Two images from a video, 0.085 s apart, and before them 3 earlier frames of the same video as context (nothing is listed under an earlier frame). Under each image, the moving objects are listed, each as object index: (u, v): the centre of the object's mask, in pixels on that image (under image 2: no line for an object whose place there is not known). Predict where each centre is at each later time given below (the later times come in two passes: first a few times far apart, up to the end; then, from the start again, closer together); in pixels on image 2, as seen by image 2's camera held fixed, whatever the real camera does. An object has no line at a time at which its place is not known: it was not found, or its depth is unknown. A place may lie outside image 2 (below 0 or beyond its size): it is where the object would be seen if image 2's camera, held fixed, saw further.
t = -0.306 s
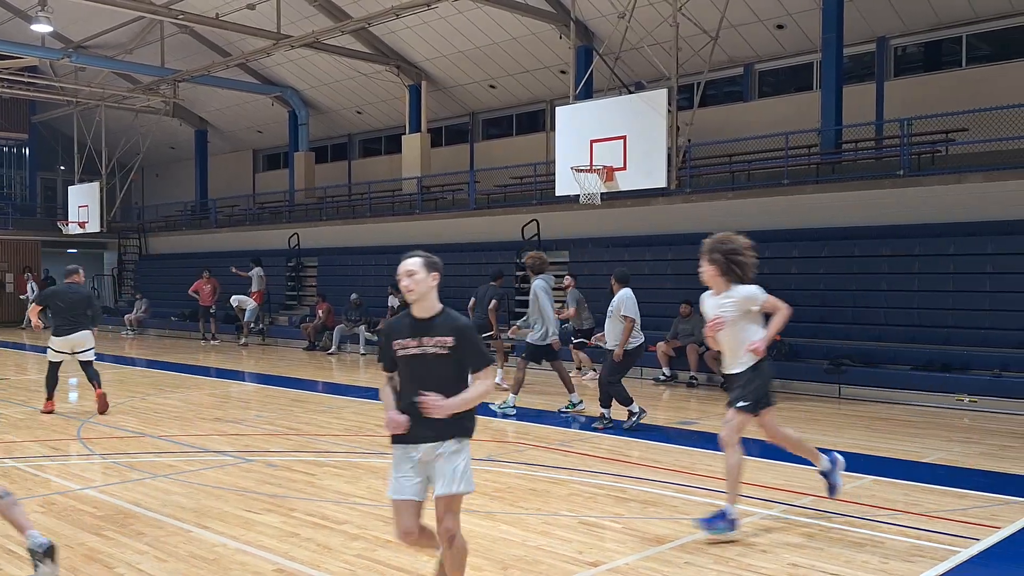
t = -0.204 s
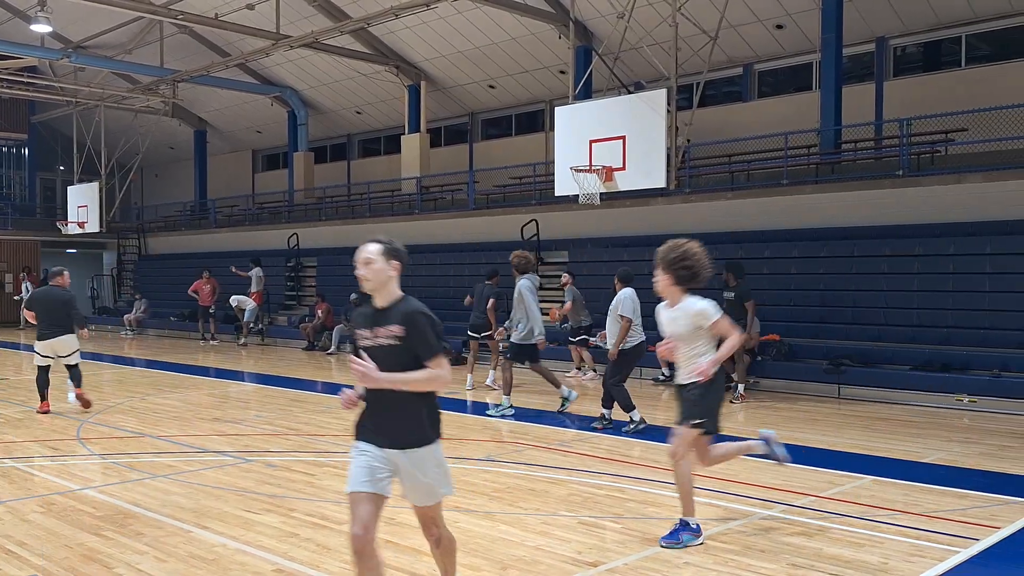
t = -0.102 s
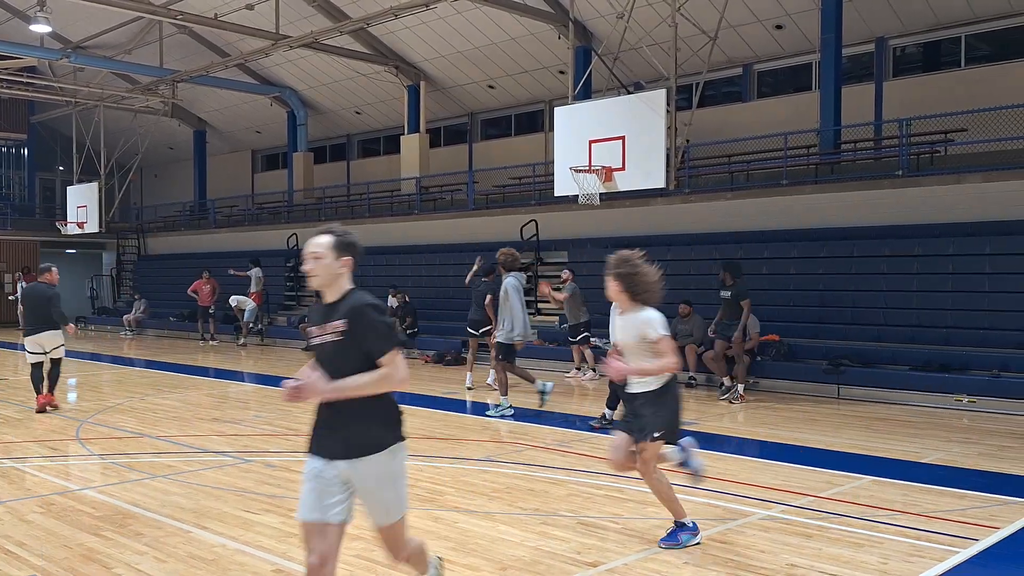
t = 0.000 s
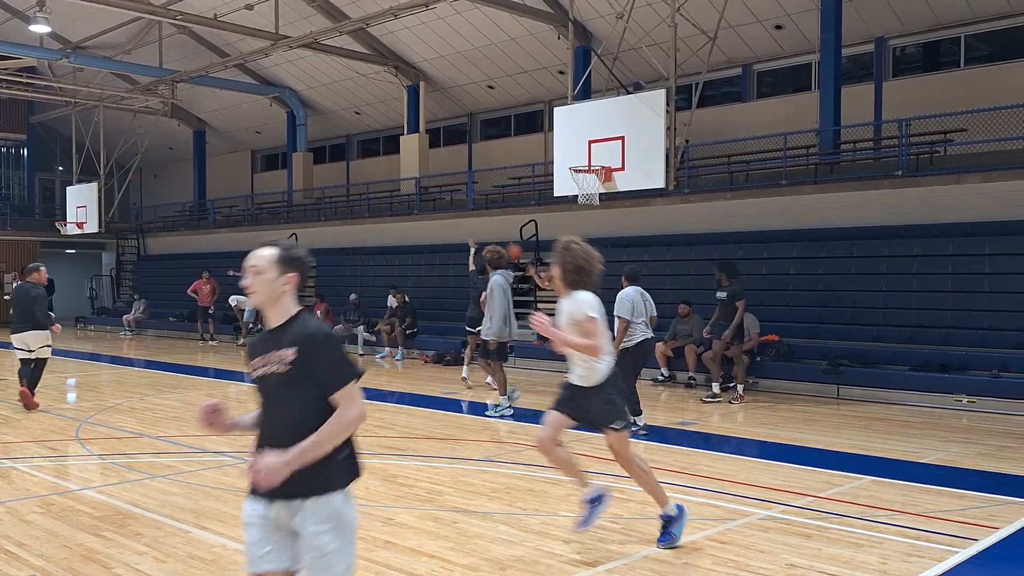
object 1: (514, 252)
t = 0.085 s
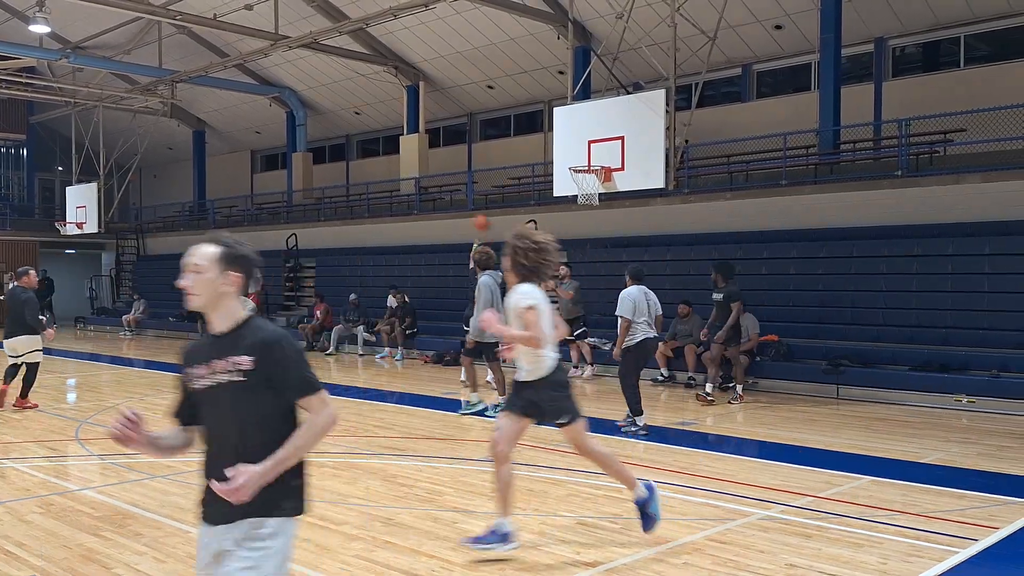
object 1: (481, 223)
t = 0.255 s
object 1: (412, 173)
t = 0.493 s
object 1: (310, 135)
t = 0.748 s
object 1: (183, 129)
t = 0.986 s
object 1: (57, 168)
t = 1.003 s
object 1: (47, 173)
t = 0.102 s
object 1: (474, 217)
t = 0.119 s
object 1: (467, 211)
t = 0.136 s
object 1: (460, 206)
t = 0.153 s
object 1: (454, 202)
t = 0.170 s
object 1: (447, 197)
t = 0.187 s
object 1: (440, 192)
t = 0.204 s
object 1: (434, 188)
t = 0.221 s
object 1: (426, 182)
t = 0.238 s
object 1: (420, 179)
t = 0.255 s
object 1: (412, 173)
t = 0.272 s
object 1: (405, 170)
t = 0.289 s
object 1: (398, 167)
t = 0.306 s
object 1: (388, 163)
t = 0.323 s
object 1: (379, 160)
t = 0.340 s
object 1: (373, 157)
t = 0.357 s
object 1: (366, 153)
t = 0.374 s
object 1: (359, 151)
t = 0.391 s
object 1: (352, 148)
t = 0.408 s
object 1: (346, 146)
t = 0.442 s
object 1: (331, 141)
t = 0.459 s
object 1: (323, 139)
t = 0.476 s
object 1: (317, 137)
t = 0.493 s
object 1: (310, 135)
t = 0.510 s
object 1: (302, 133)
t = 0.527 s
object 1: (293, 132)
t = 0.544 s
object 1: (285, 130)
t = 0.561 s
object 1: (277, 129)
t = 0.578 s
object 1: (269, 127)
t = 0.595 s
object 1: (260, 126)
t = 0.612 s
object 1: (252, 126)
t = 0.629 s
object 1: (244, 126)
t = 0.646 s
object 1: (236, 126)
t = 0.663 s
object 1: (227, 126)
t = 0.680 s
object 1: (219, 126)
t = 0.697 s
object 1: (210, 127)
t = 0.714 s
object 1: (201, 127)
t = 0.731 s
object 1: (192, 128)
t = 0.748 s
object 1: (183, 129)
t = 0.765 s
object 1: (174, 130)
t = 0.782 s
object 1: (166, 132)
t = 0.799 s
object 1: (157, 134)
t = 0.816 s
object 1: (149, 136)
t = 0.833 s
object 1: (140, 138)
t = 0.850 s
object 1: (130, 140)
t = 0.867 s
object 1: (122, 143)
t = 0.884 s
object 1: (113, 145)
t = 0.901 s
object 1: (104, 149)
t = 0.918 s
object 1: (94, 152)
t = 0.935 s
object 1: (85, 156)
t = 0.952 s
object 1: (76, 160)
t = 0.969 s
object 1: (66, 164)
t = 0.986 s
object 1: (57, 168)
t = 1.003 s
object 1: (47, 173)
